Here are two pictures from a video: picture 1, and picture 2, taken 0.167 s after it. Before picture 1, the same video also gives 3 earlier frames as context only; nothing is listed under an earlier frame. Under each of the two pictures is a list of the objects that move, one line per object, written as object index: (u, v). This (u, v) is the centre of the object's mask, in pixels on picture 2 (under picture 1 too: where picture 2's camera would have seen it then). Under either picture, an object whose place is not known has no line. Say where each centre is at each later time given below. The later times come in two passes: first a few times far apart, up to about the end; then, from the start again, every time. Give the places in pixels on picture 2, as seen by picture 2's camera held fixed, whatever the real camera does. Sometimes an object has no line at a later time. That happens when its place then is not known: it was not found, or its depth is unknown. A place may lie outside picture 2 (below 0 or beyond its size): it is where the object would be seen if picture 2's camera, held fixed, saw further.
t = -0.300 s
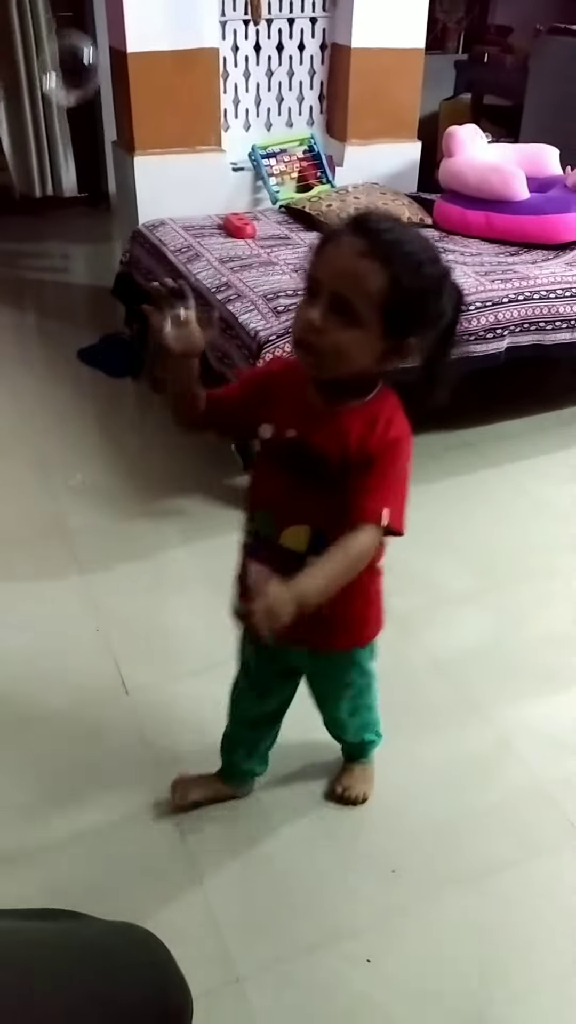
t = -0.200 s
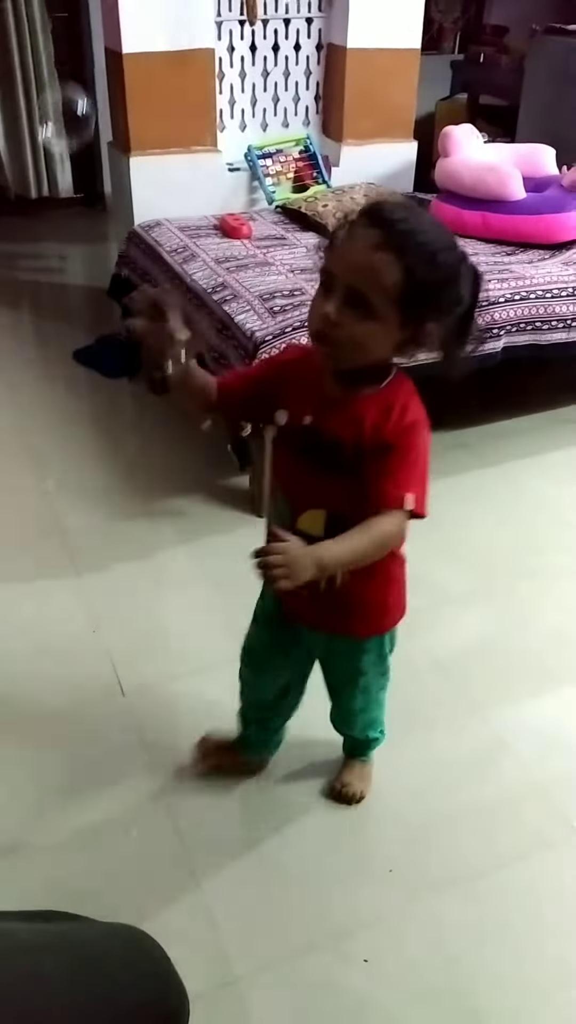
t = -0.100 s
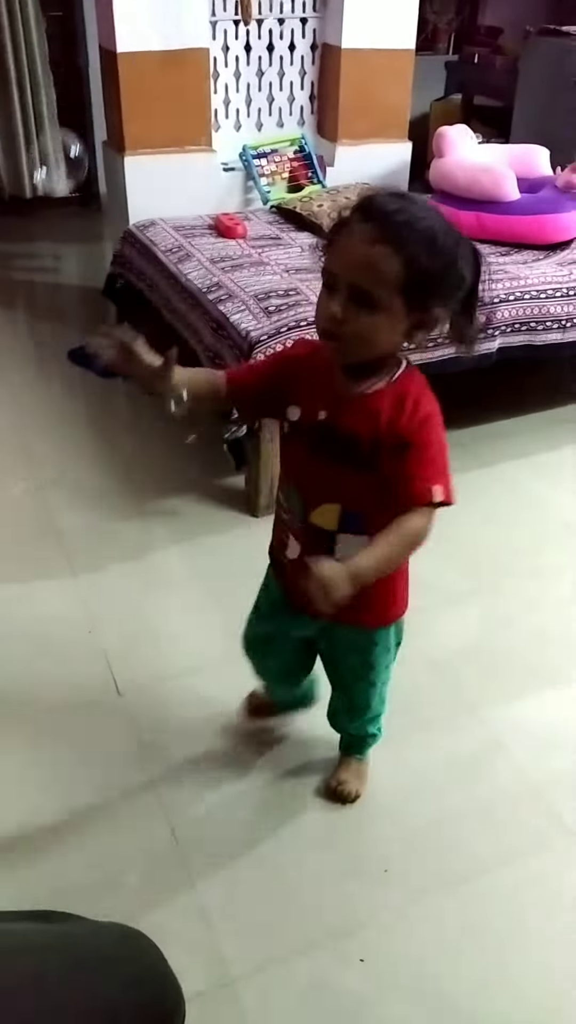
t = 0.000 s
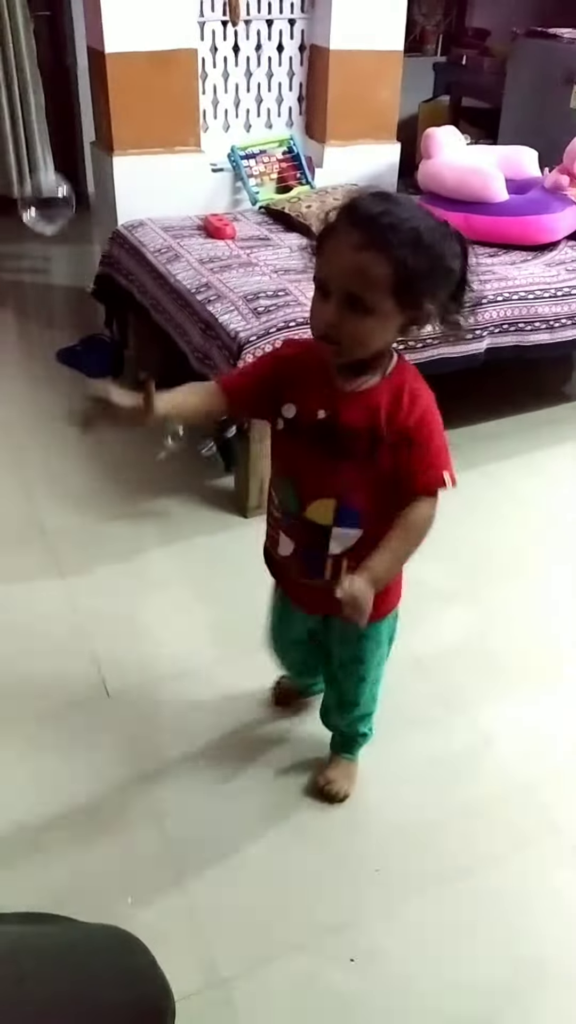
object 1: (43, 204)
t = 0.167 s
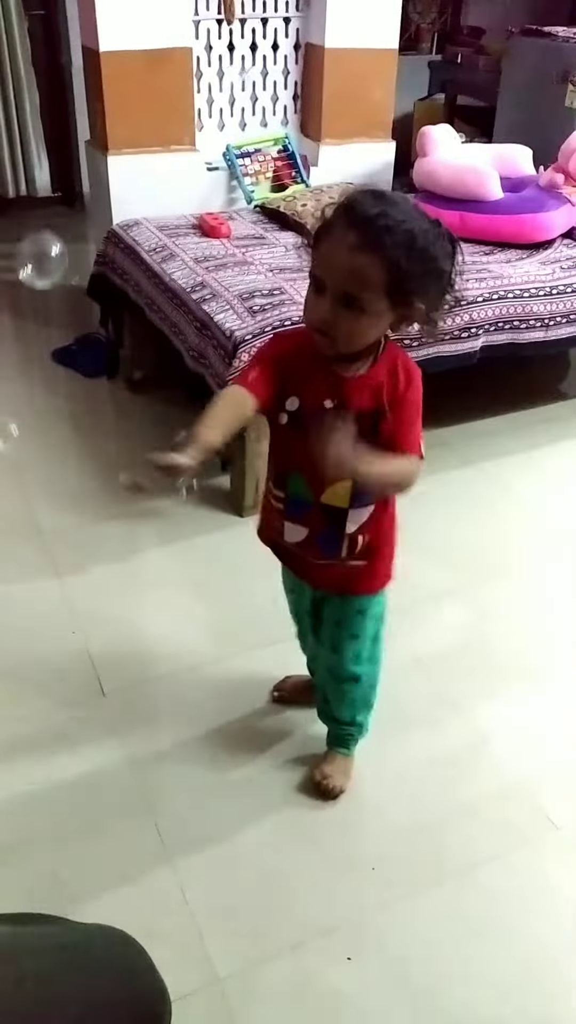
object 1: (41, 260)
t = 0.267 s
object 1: (37, 288)
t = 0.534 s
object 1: (26, 366)
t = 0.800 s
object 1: (42, 453)
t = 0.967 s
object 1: (56, 497)
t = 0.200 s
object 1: (40, 269)
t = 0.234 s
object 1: (38, 279)
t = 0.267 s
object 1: (37, 288)
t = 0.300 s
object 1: (36, 298)
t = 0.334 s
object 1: (32, 305)
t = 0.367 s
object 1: (30, 314)
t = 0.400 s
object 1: (30, 323)
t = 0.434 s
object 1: (26, 333)
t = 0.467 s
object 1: (28, 345)
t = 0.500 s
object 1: (28, 356)
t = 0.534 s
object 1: (26, 366)
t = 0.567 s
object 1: (28, 378)
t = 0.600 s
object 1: (27, 389)
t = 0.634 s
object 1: (30, 401)
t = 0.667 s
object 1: (32, 413)
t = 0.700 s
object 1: (35, 425)
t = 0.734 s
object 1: (37, 435)
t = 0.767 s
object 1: (39, 443)
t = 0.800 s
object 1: (42, 453)
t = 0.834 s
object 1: (44, 462)
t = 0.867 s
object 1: (46, 471)
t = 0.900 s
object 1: (50, 479)
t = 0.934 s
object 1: (54, 489)
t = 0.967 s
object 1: (56, 497)
